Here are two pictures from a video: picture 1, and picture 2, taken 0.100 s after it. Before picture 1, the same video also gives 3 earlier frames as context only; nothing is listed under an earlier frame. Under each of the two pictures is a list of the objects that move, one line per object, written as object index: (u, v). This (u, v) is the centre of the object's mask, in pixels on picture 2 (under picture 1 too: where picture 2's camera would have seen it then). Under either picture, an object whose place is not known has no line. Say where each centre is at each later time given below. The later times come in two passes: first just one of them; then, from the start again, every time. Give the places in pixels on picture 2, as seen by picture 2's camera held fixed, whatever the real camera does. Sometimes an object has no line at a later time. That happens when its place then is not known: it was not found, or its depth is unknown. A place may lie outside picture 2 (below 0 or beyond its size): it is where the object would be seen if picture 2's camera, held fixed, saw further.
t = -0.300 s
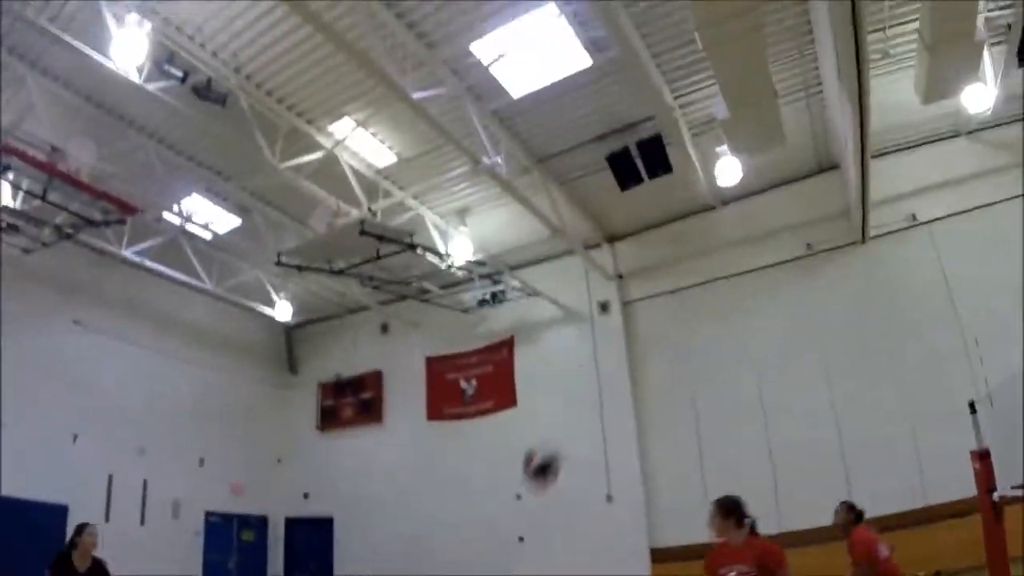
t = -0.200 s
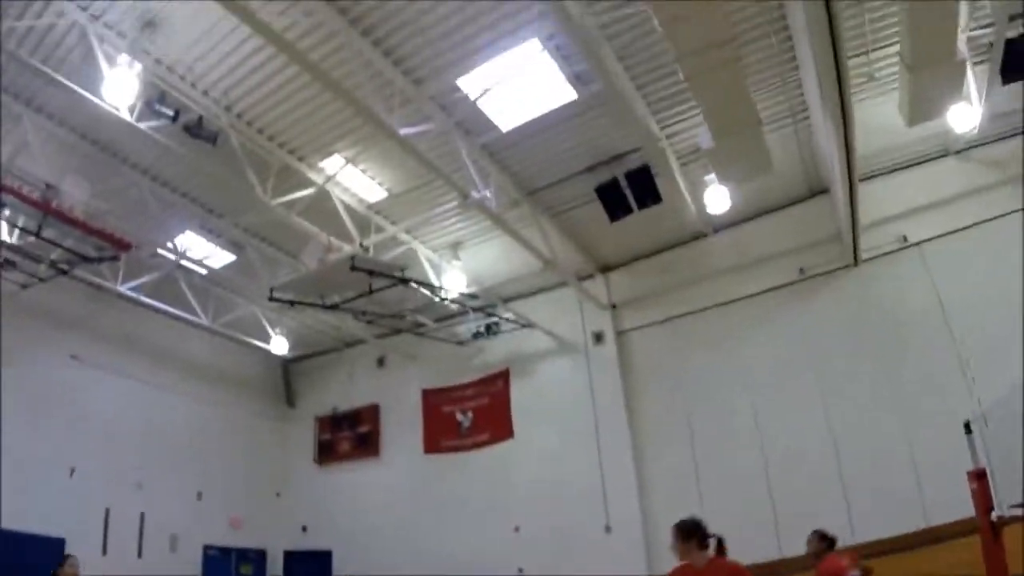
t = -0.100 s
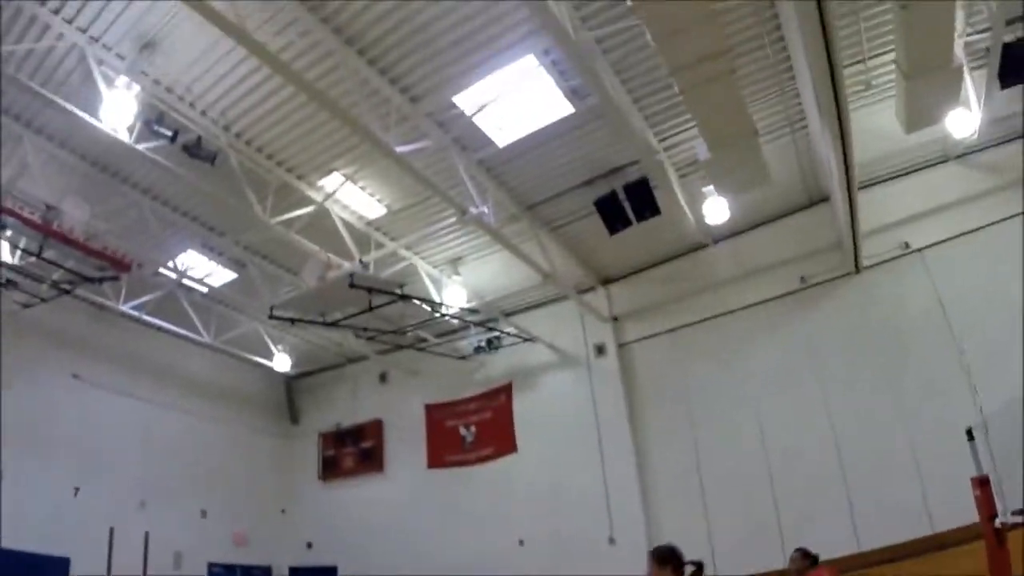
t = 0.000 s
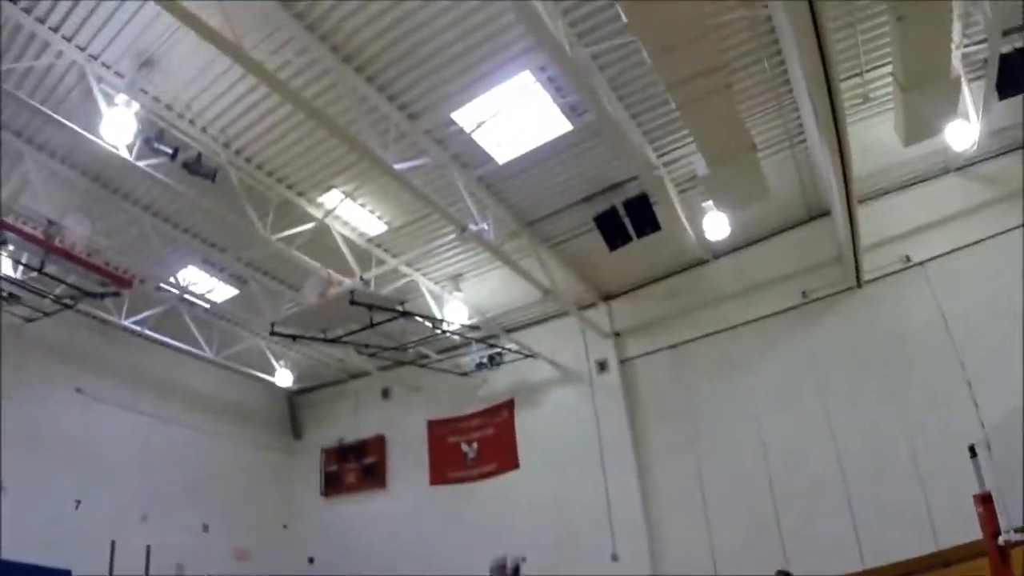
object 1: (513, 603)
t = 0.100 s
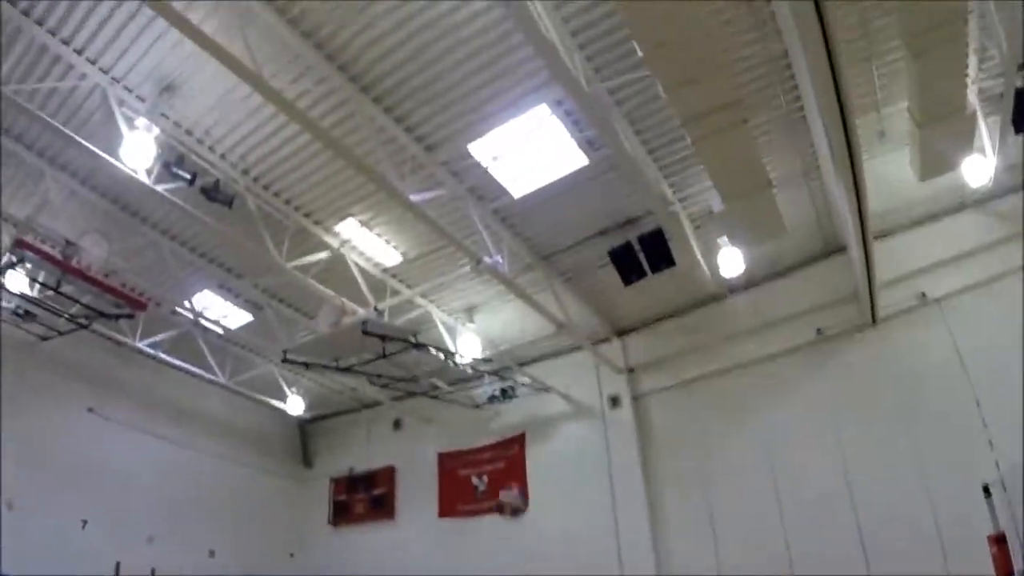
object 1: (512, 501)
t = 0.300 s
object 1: (516, 322)
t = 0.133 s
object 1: (512, 466)
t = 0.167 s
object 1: (511, 438)
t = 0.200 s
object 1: (513, 407)
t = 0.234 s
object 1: (514, 381)
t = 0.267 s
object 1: (515, 352)
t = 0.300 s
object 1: (516, 322)
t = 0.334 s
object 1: (516, 295)
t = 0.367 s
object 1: (517, 270)
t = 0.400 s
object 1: (519, 245)
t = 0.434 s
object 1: (520, 223)
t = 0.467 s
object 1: (520, 200)
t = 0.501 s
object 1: (521, 179)
